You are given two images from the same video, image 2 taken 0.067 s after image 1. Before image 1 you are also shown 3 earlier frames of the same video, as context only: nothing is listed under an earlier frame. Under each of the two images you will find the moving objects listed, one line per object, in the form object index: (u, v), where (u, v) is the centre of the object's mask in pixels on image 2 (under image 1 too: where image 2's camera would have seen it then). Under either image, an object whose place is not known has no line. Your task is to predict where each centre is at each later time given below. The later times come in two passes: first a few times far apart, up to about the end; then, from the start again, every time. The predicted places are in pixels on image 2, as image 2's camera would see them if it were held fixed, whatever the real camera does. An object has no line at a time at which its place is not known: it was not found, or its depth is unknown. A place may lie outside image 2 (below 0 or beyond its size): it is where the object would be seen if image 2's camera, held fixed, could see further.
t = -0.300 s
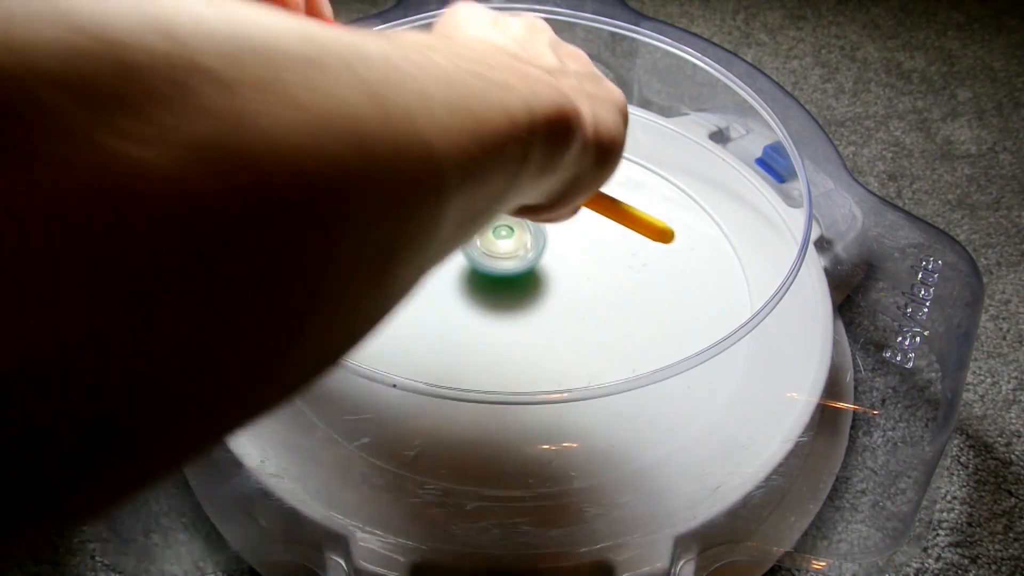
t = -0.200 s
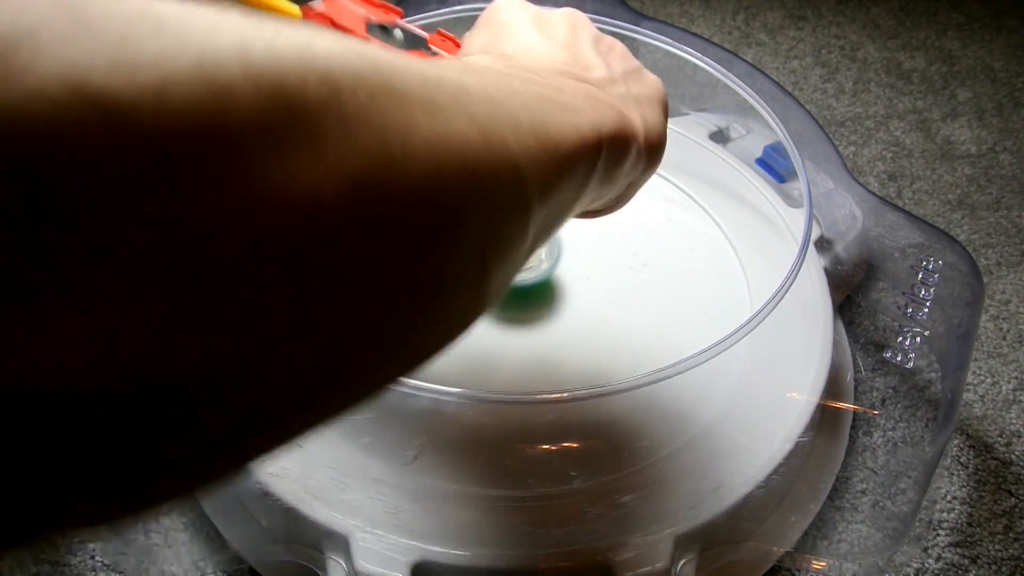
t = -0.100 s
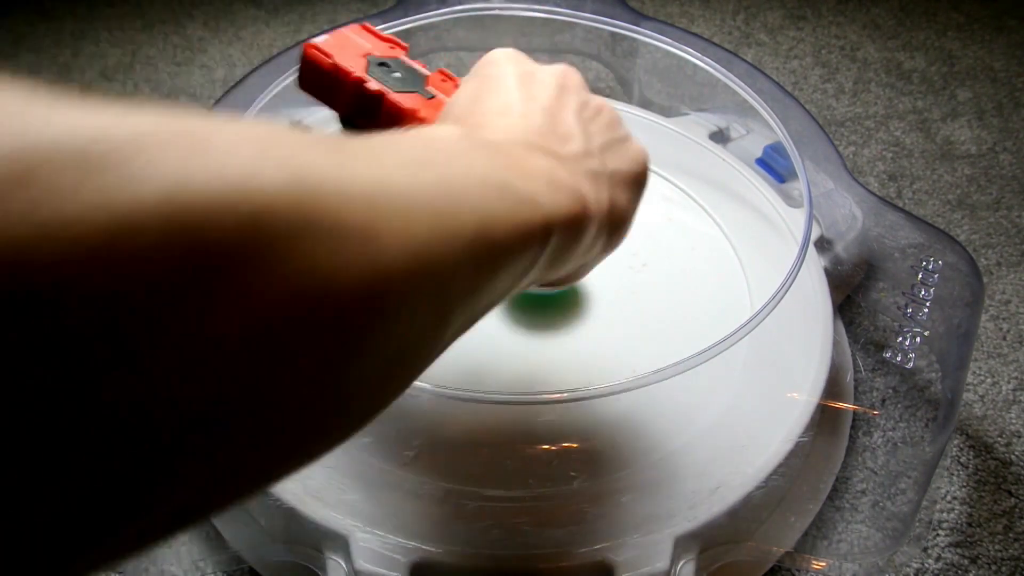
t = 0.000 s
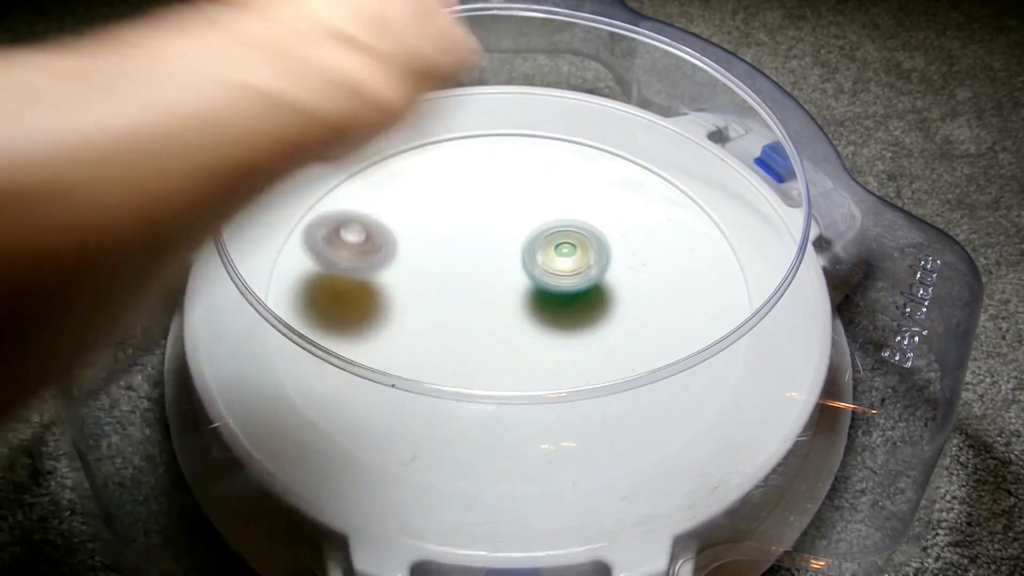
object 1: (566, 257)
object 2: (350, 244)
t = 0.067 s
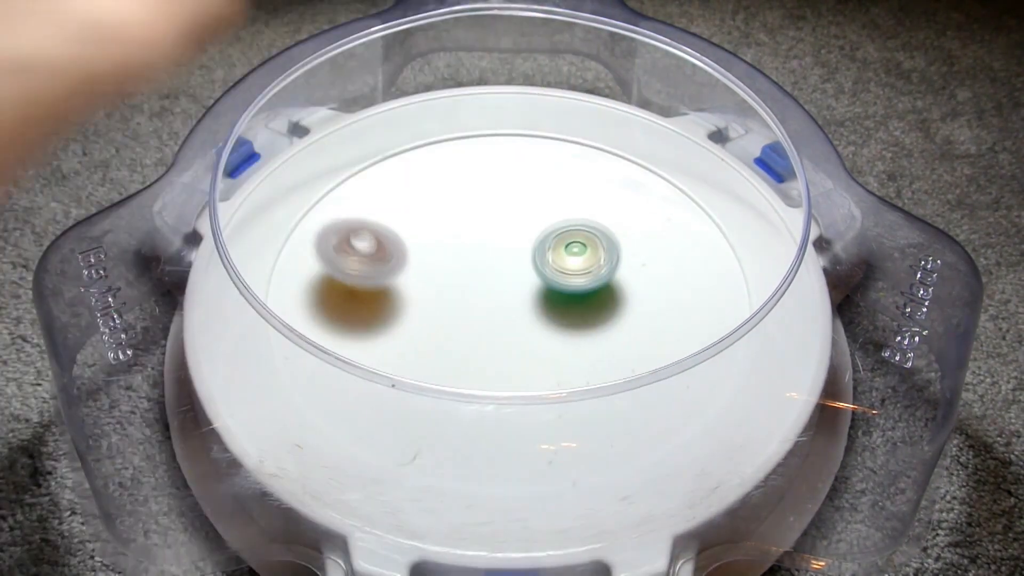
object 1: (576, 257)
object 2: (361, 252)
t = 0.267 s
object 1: (573, 257)
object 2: (425, 250)
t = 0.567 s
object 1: (560, 276)
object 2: (490, 207)
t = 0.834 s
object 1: (557, 294)
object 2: (479, 189)
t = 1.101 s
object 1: (536, 304)
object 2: (427, 189)
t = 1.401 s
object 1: (517, 333)
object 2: (515, 228)
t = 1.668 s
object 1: (533, 355)
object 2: (565, 146)
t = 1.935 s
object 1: (523, 332)
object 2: (430, 230)
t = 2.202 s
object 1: (678, 390)
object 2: (373, 275)
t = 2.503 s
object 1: (691, 271)
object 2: (576, 300)
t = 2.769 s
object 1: (621, 206)
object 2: (482, 200)
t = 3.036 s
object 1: (516, 223)
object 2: (394, 315)
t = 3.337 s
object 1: (455, 284)
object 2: (666, 297)
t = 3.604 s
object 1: (463, 326)
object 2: (539, 132)
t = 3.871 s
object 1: (499, 329)
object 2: (299, 240)
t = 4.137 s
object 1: (515, 297)
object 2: (531, 438)
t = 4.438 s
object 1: (500, 261)
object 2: (705, 213)
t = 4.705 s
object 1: (487, 248)
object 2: (446, 133)
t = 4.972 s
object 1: (489, 252)
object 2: (298, 330)
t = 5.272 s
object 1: (509, 264)
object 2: (658, 402)
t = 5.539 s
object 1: (532, 273)
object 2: (662, 180)
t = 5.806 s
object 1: (543, 279)
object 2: (406, 146)
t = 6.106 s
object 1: (536, 286)
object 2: (361, 386)
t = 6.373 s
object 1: (516, 292)
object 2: (690, 361)
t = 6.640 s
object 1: (495, 296)
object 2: (627, 154)
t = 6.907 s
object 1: (485, 292)
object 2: (346, 177)
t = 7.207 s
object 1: (484, 279)
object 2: (425, 430)
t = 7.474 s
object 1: (489, 266)
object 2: (714, 300)
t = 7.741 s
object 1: (502, 259)
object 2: (542, 142)
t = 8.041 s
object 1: (521, 260)
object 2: (321, 279)
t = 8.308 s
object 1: (532, 269)
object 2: (526, 394)
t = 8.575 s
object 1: (533, 279)
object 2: (647, 278)
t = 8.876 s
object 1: (522, 291)
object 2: (518, 183)
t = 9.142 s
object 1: (505, 297)
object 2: (388, 252)
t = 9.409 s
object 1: (546, 282)
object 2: (411, 368)
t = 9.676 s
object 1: (556, 256)
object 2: (562, 358)
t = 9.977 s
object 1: (515, 140)
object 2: (610, 342)
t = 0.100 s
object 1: (578, 257)
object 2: (369, 254)
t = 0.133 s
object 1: (579, 257)
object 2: (380, 255)
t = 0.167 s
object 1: (578, 257)
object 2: (391, 255)
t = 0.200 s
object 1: (576, 257)
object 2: (401, 255)
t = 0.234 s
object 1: (575, 257)
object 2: (413, 252)
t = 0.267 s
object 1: (573, 257)
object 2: (425, 250)
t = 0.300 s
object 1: (571, 258)
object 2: (435, 247)
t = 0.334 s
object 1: (568, 259)
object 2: (444, 245)
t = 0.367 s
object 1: (566, 260)
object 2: (453, 240)
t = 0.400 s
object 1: (564, 262)
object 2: (462, 235)
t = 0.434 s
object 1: (562, 264)
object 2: (470, 230)
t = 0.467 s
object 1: (560, 266)
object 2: (476, 222)
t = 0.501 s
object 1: (559, 269)
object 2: (481, 217)
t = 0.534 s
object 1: (559, 272)
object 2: (486, 211)
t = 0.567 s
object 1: (560, 276)
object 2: (490, 207)
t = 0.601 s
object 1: (561, 279)
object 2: (492, 201)
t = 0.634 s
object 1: (562, 283)
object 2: (494, 197)
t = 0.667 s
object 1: (561, 285)
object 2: (494, 195)
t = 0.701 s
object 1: (561, 288)
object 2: (493, 192)
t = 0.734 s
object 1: (560, 289)
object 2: (491, 190)
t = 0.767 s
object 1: (559, 291)
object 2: (487, 189)
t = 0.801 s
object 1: (558, 293)
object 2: (484, 189)
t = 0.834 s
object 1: (557, 294)
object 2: (479, 189)
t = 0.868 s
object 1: (555, 296)
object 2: (474, 190)
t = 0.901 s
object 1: (553, 297)
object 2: (468, 190)
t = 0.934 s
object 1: (551, 299)
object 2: (462, 191)
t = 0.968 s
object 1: (548, 300)
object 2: (457, 191)
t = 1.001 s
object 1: (545, 301)
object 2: (450, 191)
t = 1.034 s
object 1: (542, 302)
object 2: (443, 190)
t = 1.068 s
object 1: (540, 303)
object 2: (435, 189)
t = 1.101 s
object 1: (536, 304)
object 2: (427, 189)
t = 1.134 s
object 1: (533, 305)
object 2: (419, 191)
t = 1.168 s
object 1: (530, 306)
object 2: (414, 197)
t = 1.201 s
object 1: (526, 307)
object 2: (415, 207)
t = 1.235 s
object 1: (522, 308)
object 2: (422, 218)
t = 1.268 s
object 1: (519, 309)
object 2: (435, 228)
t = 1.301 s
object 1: (515, 310)
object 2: (453, 237)
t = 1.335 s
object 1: (513, 310)
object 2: (473, 243)
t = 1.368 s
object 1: (514, 321)
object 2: (494, 236)
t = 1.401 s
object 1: (517, 333)
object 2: (515, 228)
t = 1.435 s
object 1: (518, 342)
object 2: (534, 218)
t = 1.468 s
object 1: (518, 348)
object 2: (551, 207)
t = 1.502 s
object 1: (519, 352)
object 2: (564, 194)
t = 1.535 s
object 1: (521, 354)
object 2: (573, 181)
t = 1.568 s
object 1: (525, 355)
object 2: (577, 170)
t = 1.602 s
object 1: (529, 355)
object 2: (577, 160)
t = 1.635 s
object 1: (531, 356)
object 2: (573, 152)
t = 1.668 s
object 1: (533, 355)
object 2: (565, 146)
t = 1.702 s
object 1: (534, 354)
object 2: (553, 141)
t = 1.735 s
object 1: (534, 353)
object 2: (535, 138)
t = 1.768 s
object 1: (534, 350)
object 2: (515, 140)
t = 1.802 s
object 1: (533, 347)
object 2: (493, 146)
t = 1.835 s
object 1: (531, 343)
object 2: (471, 158)
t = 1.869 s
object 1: (529, 340)
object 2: (452, 178)
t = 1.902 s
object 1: (527, 336)
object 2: (438, 200)
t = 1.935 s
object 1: (523, 332)
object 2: (430, 230)
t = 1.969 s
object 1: (519, 327)
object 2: (428, 261)
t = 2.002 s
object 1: (524, 331)
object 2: (427, 283)
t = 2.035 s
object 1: (559, 353)
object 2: (403, 277)
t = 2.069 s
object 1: (595, 371)
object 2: (384, 271)
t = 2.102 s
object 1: (627, 390)
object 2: (370, 269)
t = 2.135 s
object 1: (649, 397)
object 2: (364, 268)
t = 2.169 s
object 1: (666, 397)
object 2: (365, 270)
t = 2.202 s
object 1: (678, 390)
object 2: (373, 275)
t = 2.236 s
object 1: (685, 378)
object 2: (388, 283)
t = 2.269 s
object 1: (690, 367)
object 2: (408, 292)
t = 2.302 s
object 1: (686, 348)
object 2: (437, 304)
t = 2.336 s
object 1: (678, 330)
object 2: (467, 315)
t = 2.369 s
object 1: (676, 322)
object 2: (509, 322)
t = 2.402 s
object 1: (669, 312)
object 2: (546, 323)
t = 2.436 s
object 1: (673, 299)
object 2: (568, 318)
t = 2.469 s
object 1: (687, 285)
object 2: (572, 310)
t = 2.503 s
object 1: (691, 271)
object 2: (576, 300)
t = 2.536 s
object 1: (688, 259)
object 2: (580, 286)
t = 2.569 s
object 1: (678, 248)
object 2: (582, 269)
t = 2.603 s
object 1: (672, 237)
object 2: (575, 252)
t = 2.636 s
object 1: (667, 228)
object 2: (560, 235)
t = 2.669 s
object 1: (658, 220)
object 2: (544, 221)
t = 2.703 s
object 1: (647, 214)
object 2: (527, 210)
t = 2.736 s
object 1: (634, 209)
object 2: (505, 203)
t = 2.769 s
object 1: (621, 206)
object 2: (482, 200)
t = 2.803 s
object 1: (608, 204)
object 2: (459, 202)
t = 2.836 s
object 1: (594, 204)
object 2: (438, 207)
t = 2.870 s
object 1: (579, 205)
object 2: (417, 217)
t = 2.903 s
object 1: (564, 207)
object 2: (398, 234)
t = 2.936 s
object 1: (551, 210)
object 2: (386, 251)
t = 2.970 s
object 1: (538, 214)
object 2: (381, 271)
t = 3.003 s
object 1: (527, 218)
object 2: (383, 292)
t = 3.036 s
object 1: (516, 223)
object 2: (394, 315)
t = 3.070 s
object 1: (505, 229)
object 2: (413, 334)
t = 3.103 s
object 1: (495, 235)
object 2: (440, 347)
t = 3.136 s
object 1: (487, 242)
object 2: (474, 357)
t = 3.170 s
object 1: (479, 249)
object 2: (513, 361)
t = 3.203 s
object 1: (473, 256)
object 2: (550, 360)
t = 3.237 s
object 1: (467, 263)
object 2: (585, 353)
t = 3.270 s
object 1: (462, 271)
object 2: (621, 340)
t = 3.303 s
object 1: (458, 277)
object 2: (648, 321)
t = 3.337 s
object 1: (455, 284)
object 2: (666, 297)
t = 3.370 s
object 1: (453, 291)
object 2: (676, 271)
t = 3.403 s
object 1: (453, 297)
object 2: (676, 244)
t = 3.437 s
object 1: (453, 303)
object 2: (670, 218)
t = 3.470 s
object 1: (453, 308)
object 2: (655, 194)
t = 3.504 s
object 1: (455, 314)
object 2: (633, 172)
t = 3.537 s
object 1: (457, 318)
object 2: (605, 154)
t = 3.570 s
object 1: (459, 322)
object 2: (574, 141)
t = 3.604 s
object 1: (463, 326)
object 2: (539, 132)
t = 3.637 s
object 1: (467, 329)
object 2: (502, 128)
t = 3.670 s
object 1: (472, 331)
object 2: (463, 130)
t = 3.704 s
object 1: (477, 332)
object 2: (425, 137)
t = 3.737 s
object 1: (482, 333)
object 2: (389, 148)
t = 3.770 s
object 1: (487, 333)
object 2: (360, 164)
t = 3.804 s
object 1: (491, 332)
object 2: (334, 186)
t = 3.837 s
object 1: (495, 330)
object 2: (313, 212)
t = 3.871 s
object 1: (499, 329)
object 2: (299, 240)
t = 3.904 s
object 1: (503, 326)
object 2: (295, 270)
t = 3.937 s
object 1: (506, 323)
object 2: (306, 298)
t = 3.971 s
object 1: (509, 320)
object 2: (315, 338)
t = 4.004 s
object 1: (511, 315)
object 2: (343, 373)
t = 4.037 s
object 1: (513, 311)
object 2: (380, 399)
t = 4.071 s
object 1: (514, 306)
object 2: (426, 427)
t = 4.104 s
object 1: (515, 302)
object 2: (477, 432)
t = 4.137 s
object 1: (515, 297)
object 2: (531, 438)
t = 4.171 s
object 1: (514, 293)
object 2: (582, 429)
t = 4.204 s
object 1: (513, 288)
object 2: (636, 421)
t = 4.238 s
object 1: (512, 283)
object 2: (674, 394)
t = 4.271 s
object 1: (510, 279)
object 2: (702, 364)
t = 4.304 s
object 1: (509, 275)
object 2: (720, 332)
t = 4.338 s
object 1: (507, 271)
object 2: (724, 297)
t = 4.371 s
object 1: (505, 268)
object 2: (730, 270)
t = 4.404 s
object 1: (503, 264)
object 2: (721, 240)
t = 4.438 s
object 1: (500, 261)
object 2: (705, 213)
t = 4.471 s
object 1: (498, 259)
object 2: (683, 190)
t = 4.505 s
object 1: (496, 256)
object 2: (657, 170)
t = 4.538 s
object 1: (494, 254)
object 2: (624, 151)
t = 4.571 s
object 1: (492, 253)
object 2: (590, 138)
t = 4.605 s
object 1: (491, 252)
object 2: (555, 130)
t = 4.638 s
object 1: (489, 250)
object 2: (518, 126)
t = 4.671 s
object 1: (488, 249)
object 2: (481, 126)
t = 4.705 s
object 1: (487, 248)
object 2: (446, 133)
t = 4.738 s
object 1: (486, 248)
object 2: (410, 144)
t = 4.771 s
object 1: (485, 248)
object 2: (377, 161)
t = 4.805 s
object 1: (485, 248)
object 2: (347, 181)
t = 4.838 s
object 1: (485, 248)
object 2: (322, 206)
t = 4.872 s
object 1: (485, 249)
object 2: (304, 234)
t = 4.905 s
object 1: (486, 250)
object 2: (293, 264)
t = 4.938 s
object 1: (488, 251)
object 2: (298, 291)
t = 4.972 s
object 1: (489, 252)
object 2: (298, 330)
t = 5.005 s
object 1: (490, 253)
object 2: (314, 364)
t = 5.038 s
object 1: (492, 254)
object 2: (339, 402)
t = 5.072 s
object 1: (494, 256)
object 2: (378, 421)
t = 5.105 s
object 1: (496, 257)
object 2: (425, 435)
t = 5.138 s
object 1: (498, 258)
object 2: (474, 443)
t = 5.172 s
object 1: (500, 260)
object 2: (525, 444)
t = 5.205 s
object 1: (503, 261)
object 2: (572, 438)
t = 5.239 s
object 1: (506, 263)
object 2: (619, 423)
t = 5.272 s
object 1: (509, 264)
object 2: (658, 402)
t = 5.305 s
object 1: (512, 265)
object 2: (688, 375)
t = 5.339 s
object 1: (516, 266)
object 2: (706, 344)
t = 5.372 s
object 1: (519, 267)
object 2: (710, 307)
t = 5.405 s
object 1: (522, 269)
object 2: (718, 285)
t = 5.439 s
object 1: (524, 270)
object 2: (714, 256)
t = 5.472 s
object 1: (527, 271)
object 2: (702, 226)
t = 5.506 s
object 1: (530, 272)
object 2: (683, 200)
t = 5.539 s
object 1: (532, 273)
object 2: (662, 180)
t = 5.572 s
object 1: (534, 274)
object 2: (636, 161)
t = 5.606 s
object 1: (537, 275)
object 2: (605, 146)
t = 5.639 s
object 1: (538, 275)
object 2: (571, 136)
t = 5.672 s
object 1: (540, 276)
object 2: (538, 130)
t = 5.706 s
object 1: (541, 277)
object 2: (505, 128)
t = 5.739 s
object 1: (543, 277)
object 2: (472, 130)
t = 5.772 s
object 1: (543, 278)
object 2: (438, 136)
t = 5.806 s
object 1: (543, 279)
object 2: (406, 146)
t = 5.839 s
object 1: (544, 279)
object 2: (376, 162)
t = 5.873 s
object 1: (543, 280)
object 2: (351, 181)
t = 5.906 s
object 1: (543, 281)
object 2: (328, 202)
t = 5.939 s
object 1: (542, 282)
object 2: (312, 231)
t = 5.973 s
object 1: (541, 282)
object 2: (303, 260)
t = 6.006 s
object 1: (540, 283)
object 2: (306, 288)
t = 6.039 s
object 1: (539, 284)
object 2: (321, 312)
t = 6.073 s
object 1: (538, 285)
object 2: (333, 351)
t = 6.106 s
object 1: (536, 286)
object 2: (361, 386)
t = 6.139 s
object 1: (534, 286)
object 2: (402, 408)
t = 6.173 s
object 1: (532, 287)
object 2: (443, 431)
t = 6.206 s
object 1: (529, 288)
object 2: (493, 440)
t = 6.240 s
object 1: (527, 289)
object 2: (543, 439)
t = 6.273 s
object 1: (524, 290)
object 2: (588, 424)
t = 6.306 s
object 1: (521, 290)
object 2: (631, 411)
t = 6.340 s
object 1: (518, 291)
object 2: (668, 386)
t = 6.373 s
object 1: (516, 292)
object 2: (690, 361)
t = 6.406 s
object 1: (513, 293)
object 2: (708, 333)
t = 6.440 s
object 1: (510, 293)
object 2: (714, 300)
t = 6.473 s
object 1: (507, 294)
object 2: (719, 275)
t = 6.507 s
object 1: (504, 294)
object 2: (713, 246)
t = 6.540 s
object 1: (501, 295)
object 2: (699, 216)
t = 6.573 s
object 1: (499, 295)
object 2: (681, 194)
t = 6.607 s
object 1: (496, 296)
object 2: (657, 172)
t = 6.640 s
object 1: (495, 296)
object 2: (627, 154)
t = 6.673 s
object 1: (493, 297)
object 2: (596, 140)
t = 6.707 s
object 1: (492, 297)
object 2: (558, 130)
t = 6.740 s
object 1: (490, 296)
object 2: (522, 126)
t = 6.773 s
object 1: (489, 296)
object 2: (485, 127)
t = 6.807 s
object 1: (488, 295)
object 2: (446, 132)
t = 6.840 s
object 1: (487, 294)
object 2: (411, 143)
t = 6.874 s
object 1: (486, 293)
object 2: (377, 158)
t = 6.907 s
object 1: (485, 292)
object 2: (346, 177)
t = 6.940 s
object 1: (485, 291)
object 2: (324, 200)
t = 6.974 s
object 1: (484, 290)
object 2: (304, 229)
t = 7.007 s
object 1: (484, 289)
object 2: (295, 259)
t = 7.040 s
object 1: (484, 287)
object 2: (298, 285)
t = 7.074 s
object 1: (484, 286)
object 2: (300, 321)
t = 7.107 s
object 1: (484, 284)
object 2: (319, 355)
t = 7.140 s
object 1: (484, 282)
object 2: (343, 387)
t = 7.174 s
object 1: (483, 281)
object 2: (381, 418)
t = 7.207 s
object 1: (484, 279)
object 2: (425, 430)
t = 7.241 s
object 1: (484, 277)
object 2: (478, 441)
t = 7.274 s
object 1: (485, 276)
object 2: (528, 440)
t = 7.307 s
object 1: (485, 274)
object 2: (580, 437)
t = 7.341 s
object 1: (486, 272)
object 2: (627, 415)
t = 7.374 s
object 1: (487, 270)
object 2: (664, 397)
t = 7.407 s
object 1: (487, 269)
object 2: (691, 363)
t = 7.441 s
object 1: (488, 267)
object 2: (709, 334)
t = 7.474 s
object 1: (489, 266)
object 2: (714, 300)
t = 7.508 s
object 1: (491, 265)
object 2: (720, 273)
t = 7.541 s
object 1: (492, 263)
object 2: (709, 242)
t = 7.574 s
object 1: (494, 262)
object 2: (694, 215)
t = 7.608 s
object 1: (495, 261)
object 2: (669, 192)
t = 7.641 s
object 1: (497, 261)
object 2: (643, 171)
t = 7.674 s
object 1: (499, 260)
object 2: (609, 157)
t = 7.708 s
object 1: (501, 259)
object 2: (577, 146)
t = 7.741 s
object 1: (502, 259)
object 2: (542, 142)
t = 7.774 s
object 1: (504, 259)
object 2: (507, 140)
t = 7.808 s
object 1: (507, 258)
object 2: (471, 143)
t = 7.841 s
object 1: (509, 259)
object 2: (436, 151)
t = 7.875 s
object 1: (511, 258)
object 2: (405, 164)
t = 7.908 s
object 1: (513, 259)
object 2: (376, 181)
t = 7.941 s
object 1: (515, 259)
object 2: (353, 202)
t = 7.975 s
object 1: (517, 259)
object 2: (334, 227)
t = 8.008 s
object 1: (519, 259)
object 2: (325, 251)
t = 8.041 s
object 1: (521, 260)
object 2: (321, 279)
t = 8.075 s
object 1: (523, 261)
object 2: (330, 303)
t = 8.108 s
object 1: (525, 262)
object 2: (348, 324)
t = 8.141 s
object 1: (527, 263)
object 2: (366, 352)
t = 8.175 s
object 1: (528, 264)
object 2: (394, 372)
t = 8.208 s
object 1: (530, 265)
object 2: (424, 383)
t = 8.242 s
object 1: (531, 266)
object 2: (461, 390)
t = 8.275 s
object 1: (532, 267)
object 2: (489, 397)
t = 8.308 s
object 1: (532, 269)
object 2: (526, 394)
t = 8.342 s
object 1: (533, 270)
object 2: (554, 388)
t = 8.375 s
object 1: (533, 271)
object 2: (579, 375)
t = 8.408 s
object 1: (533, 272)
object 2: (600, 355)
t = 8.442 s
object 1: (534, 274)
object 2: (619, 344)
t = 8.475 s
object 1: (534, 275)
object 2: (635, 332)
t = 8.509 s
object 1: (534, 276)
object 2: (644, 315)
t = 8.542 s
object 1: (533, 277)
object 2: (647, 296)
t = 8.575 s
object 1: (533, 279)
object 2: (647, 278)
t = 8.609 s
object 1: (533, 280)
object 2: (643, 261)
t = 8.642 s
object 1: (532, 281)
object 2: (635, 245)
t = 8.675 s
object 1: (531, 283)
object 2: (626, 231)
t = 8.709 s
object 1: (530, 284)
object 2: (611, 217)
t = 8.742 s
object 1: (528, 286)
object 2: (596, 205)
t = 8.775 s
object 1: (527, 287)
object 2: (578, 197)
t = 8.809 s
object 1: (526, 288)
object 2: (559, 190)
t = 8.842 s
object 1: (524, 290)
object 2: (540, 185)
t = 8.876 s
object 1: (522, 291)
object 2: (518, 183)
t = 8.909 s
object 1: (520, 292)
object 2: (497, 183)
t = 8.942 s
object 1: (518, 292)
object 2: (477, 186)
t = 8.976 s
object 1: (515, 294)
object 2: (455, 191)
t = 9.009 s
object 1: (513, 294)
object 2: (437, 199)
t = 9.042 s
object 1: (511, 295)
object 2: (421, 210)
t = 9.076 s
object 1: (509, 296)
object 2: (406, 221)
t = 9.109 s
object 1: (507, 296)
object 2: (396, 236)
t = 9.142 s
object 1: (505, 297)
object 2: (388, 252)
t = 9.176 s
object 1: (503, 297)
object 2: (385, 266)
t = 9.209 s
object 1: (501, 297)
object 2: (386, 284)
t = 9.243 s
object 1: (499, 296)
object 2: (390, 301)
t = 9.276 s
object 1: (498, 296)
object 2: (399, 316)
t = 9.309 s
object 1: (514, 293)
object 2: (395, 331)
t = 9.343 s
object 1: (529, 289)
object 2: (395, 340)
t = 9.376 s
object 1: (541, 285)
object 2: (400, 357)
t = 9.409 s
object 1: (546, 282)
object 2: (411, 368)
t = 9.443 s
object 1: (549, 278)
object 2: (423, 380)
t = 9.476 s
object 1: (552, 275)
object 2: (440, 387)
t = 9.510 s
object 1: (552, 271)
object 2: (464, 390)
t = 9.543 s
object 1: (554, 268)
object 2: (483, 392)
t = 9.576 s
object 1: (555, 264)
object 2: (506, 392)
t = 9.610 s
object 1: (555, 261)
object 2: (529, 384)
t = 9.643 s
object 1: (556, 258)
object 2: (547, 375)
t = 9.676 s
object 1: (556, 256)
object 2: (562, 358)
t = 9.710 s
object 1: (555, 253)
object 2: (575, 348)
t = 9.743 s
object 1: (554, 250)
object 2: (585, 333)
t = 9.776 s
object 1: (553, 248)
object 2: (589, 317)
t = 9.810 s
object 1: (549, 227)
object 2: (595, 326)
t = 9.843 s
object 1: (542, 197)
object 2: (599, 337)
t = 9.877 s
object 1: (536, 175)
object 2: (601, 343)
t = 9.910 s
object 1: (530, 157)
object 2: (603, 344)
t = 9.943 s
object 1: (522, 146)
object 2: (606, 344)
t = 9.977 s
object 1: (515, 140)
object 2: (610, 342)
